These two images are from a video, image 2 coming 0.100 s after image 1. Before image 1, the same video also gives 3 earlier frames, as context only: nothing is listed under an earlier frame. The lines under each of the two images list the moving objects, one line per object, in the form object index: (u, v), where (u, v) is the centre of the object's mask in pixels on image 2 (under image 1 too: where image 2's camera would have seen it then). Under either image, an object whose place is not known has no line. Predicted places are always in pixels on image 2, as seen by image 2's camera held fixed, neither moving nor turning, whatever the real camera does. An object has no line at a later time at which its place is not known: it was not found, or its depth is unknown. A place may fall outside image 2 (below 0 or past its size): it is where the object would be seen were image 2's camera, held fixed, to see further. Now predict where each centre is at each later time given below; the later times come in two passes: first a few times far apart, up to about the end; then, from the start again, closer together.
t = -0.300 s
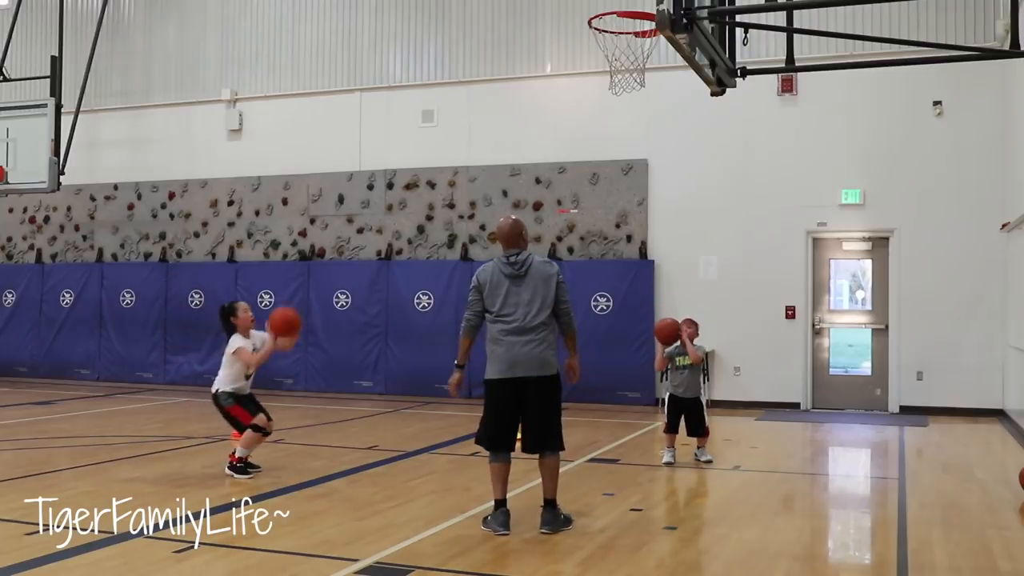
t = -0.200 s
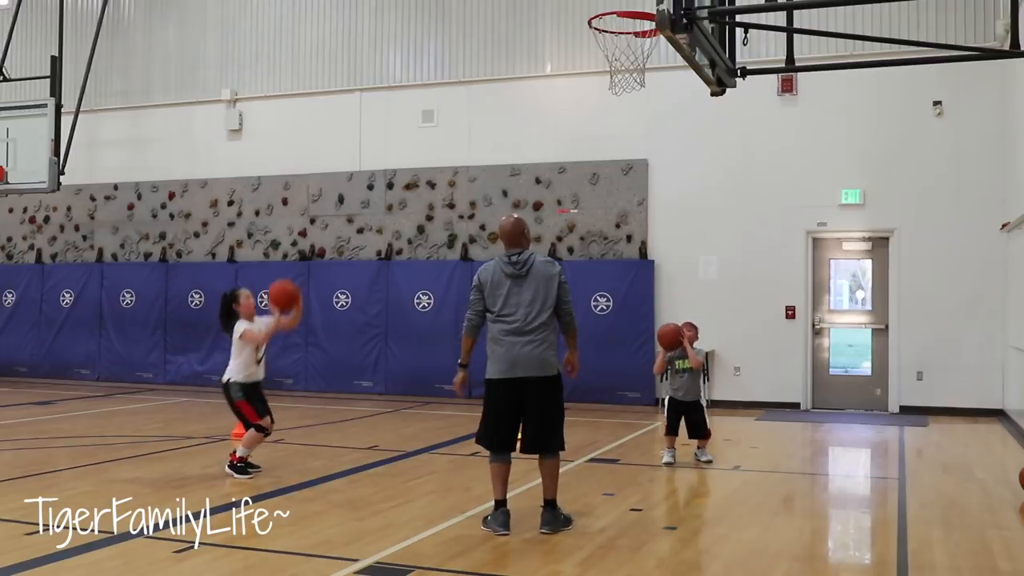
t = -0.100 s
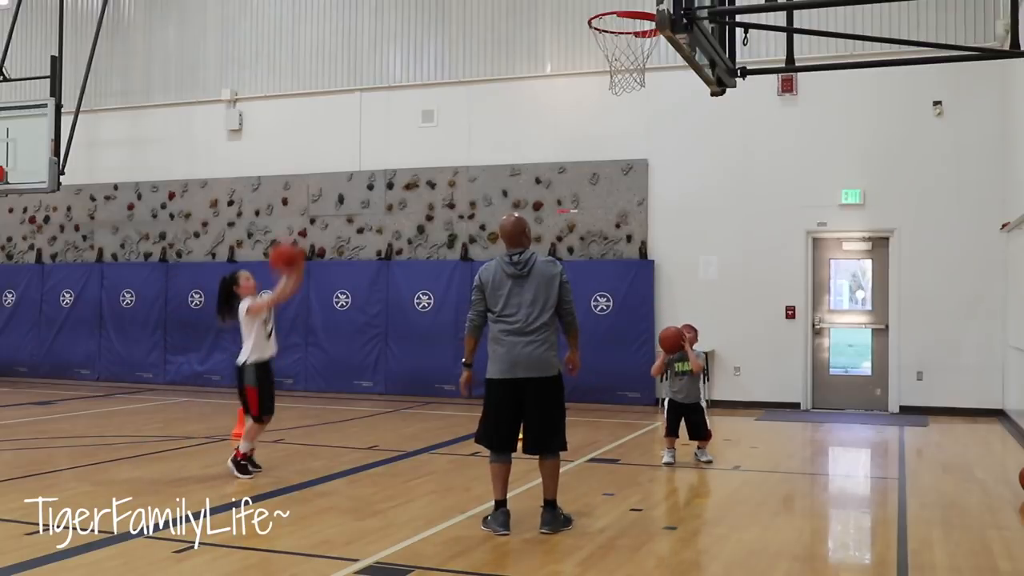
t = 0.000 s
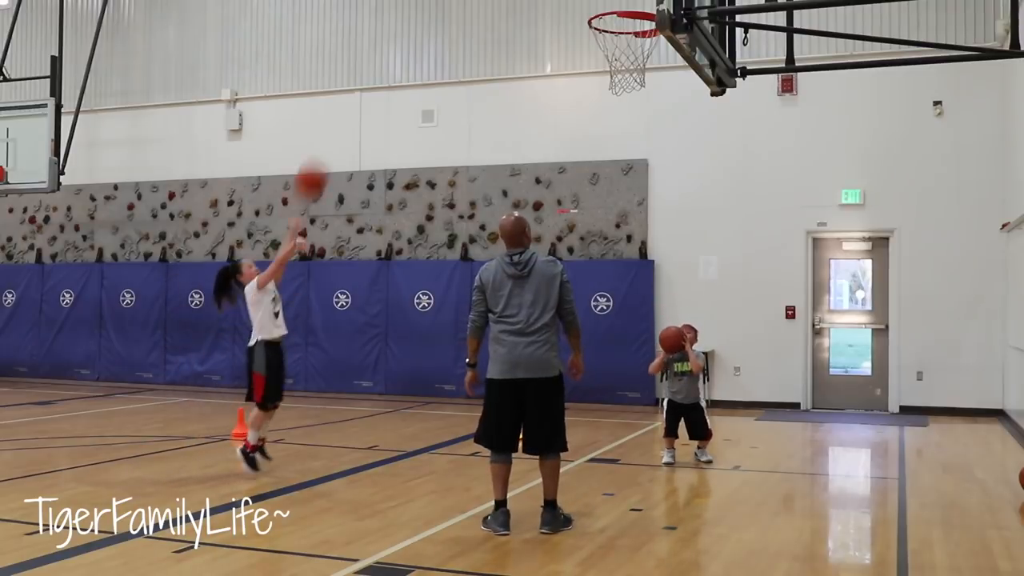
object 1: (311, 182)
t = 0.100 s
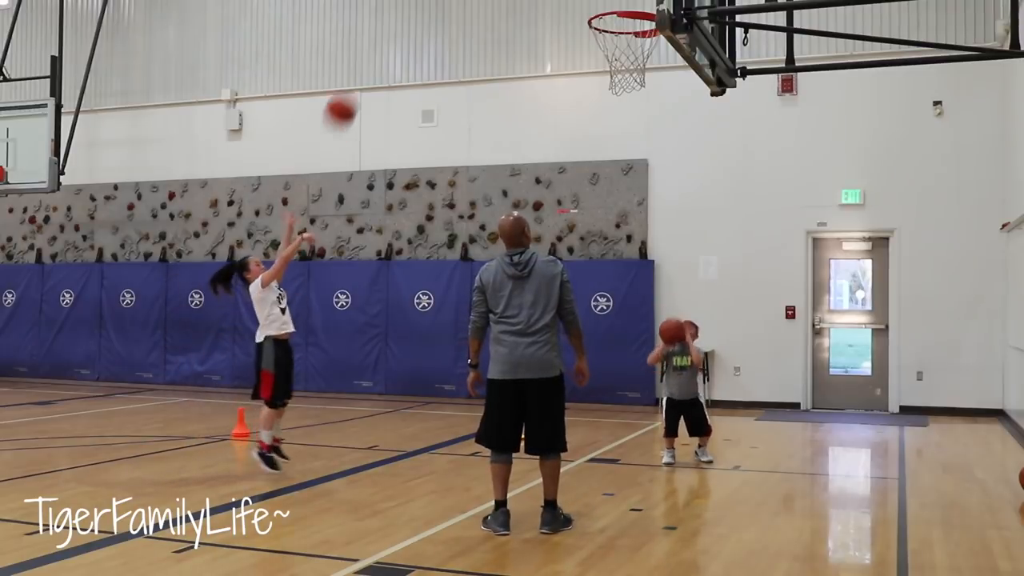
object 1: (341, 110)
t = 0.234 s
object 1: (381, 35)
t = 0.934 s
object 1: (593, 6)
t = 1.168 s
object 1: (610, 7)
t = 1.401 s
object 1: (630, 80)
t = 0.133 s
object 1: (351, 89)
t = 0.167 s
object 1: (361, 70)
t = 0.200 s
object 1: (371, 51)
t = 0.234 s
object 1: (381, 35)
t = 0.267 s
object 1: (391, 19)
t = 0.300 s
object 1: (401, 10)
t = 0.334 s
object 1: (411, 5)
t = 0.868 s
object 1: (584, 9)
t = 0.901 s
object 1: (591, 9)
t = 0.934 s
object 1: (593, 6)
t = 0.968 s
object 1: (596, 5)
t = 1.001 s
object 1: (599, 4)
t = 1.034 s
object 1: (601, 3)
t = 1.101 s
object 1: (606, 4)
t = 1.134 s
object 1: (608, 5)
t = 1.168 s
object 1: (610, 7)
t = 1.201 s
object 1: (613, 11)
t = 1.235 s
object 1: (616, 16)
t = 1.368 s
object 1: (627, 66)
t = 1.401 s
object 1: (630, 80)
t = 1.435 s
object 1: (632, 98)
